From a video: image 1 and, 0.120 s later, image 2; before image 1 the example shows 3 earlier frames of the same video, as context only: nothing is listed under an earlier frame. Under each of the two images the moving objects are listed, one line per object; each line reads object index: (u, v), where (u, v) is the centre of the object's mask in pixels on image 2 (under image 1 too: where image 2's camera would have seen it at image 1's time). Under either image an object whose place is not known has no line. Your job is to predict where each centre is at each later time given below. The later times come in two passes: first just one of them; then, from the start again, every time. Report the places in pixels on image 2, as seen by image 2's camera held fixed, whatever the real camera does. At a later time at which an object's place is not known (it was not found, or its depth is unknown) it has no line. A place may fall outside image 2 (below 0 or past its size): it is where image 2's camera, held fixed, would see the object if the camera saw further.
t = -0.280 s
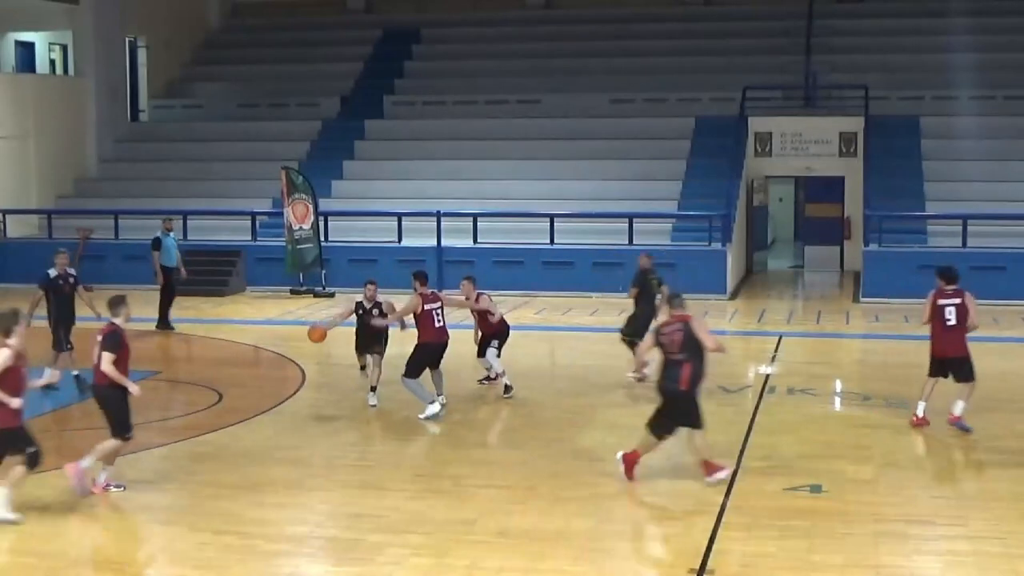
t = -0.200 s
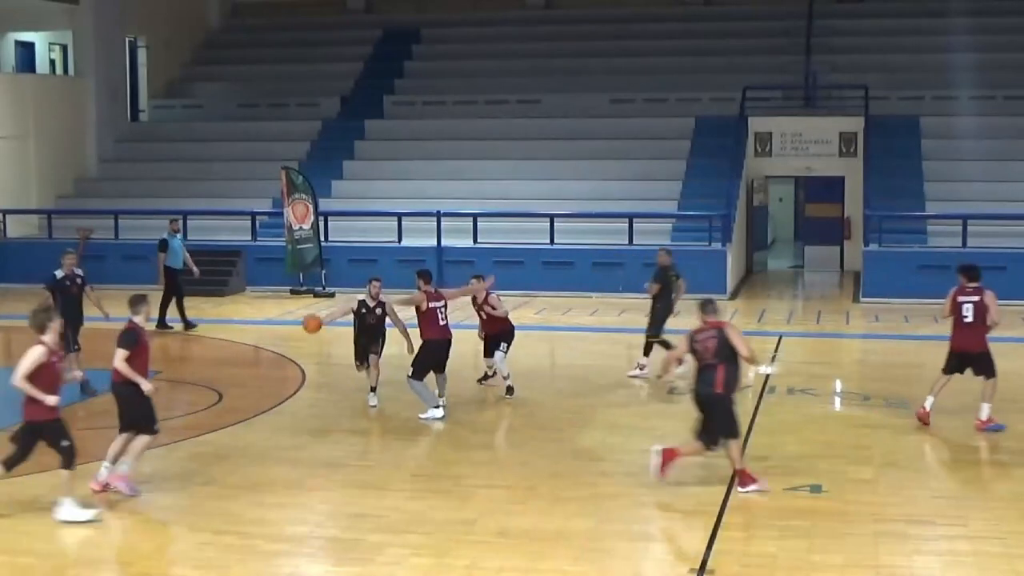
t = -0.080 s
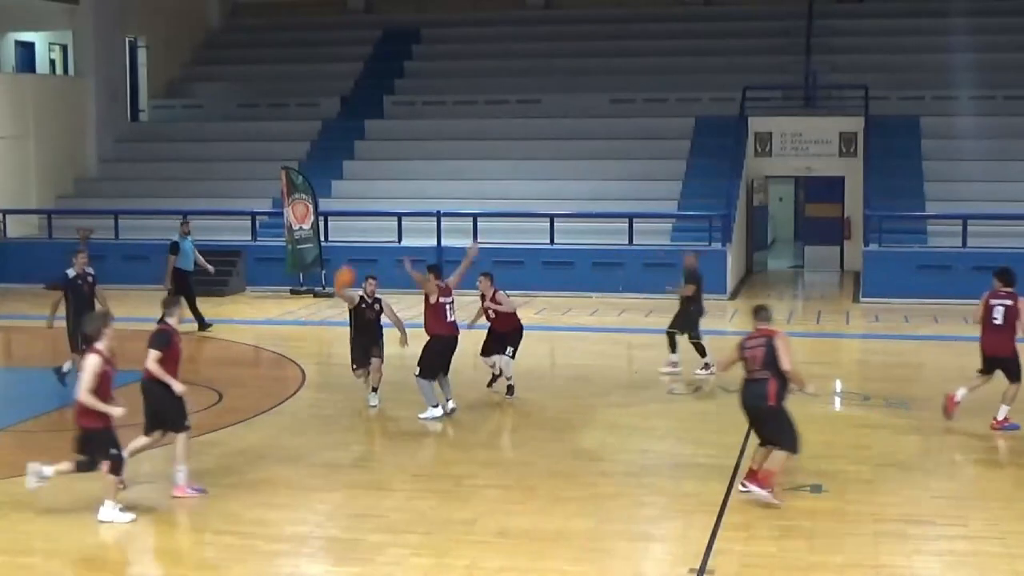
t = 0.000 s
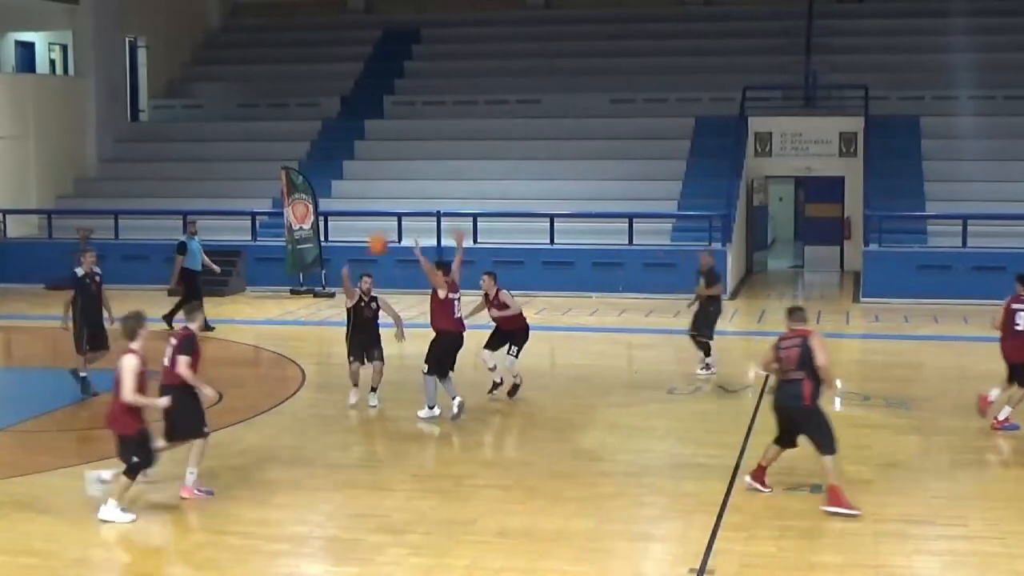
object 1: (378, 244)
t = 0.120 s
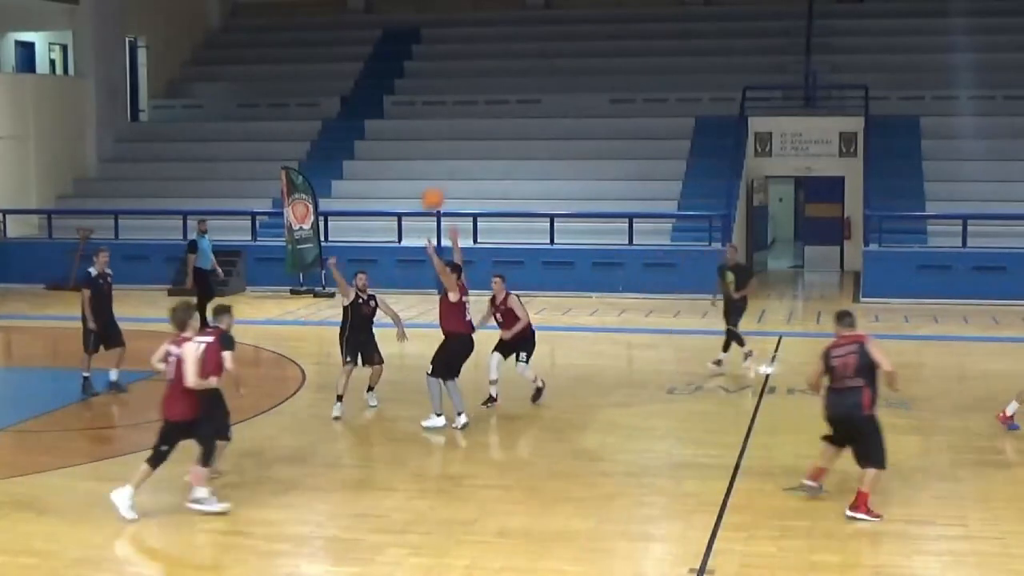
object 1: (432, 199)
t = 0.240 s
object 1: (493, 164)
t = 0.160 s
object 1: (452, 186)
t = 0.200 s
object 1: (472, 174)
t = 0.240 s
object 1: (493, 164)
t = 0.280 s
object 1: (514, 154)
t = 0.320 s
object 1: (536, 147)
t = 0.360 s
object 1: (558, 140)
